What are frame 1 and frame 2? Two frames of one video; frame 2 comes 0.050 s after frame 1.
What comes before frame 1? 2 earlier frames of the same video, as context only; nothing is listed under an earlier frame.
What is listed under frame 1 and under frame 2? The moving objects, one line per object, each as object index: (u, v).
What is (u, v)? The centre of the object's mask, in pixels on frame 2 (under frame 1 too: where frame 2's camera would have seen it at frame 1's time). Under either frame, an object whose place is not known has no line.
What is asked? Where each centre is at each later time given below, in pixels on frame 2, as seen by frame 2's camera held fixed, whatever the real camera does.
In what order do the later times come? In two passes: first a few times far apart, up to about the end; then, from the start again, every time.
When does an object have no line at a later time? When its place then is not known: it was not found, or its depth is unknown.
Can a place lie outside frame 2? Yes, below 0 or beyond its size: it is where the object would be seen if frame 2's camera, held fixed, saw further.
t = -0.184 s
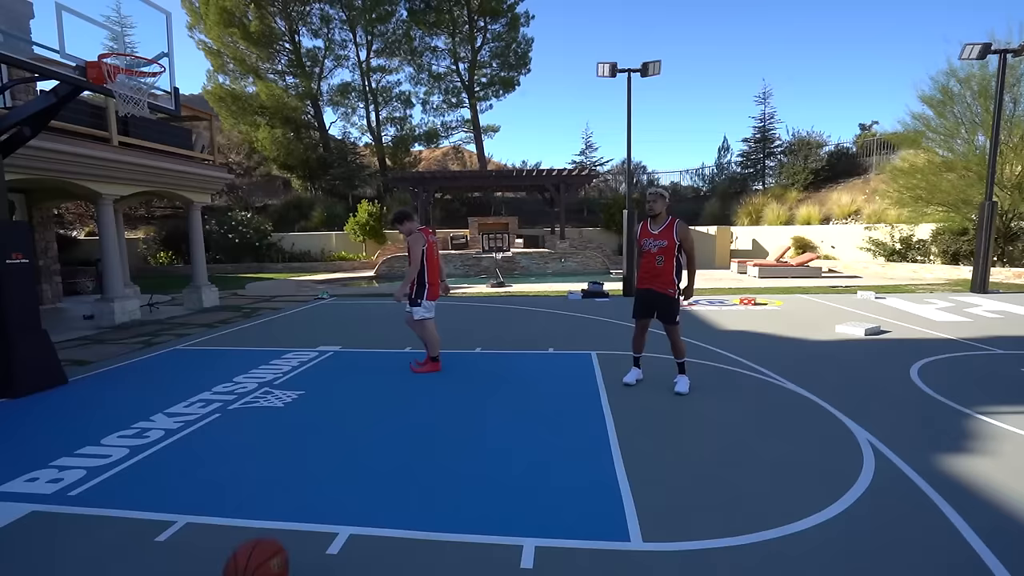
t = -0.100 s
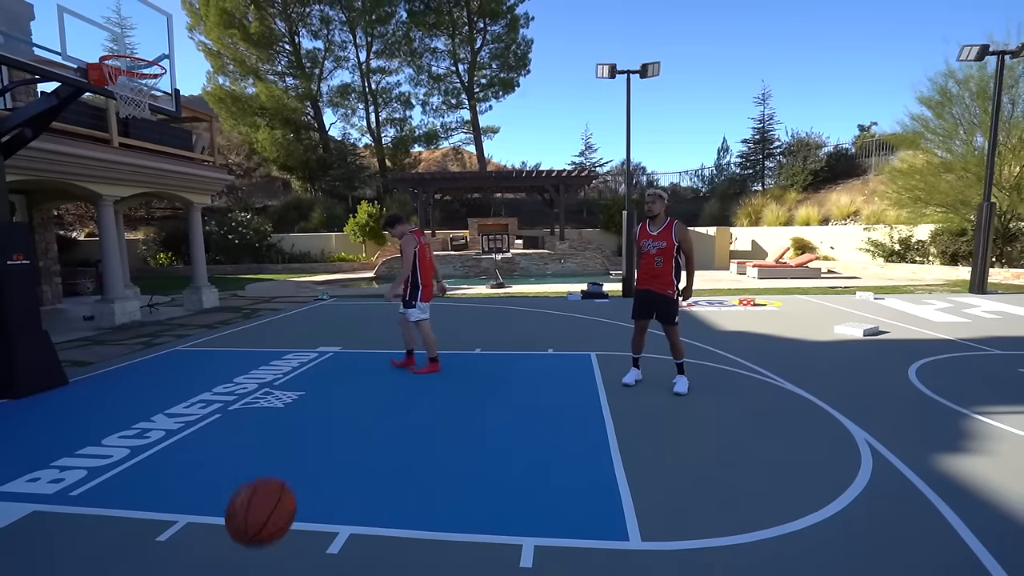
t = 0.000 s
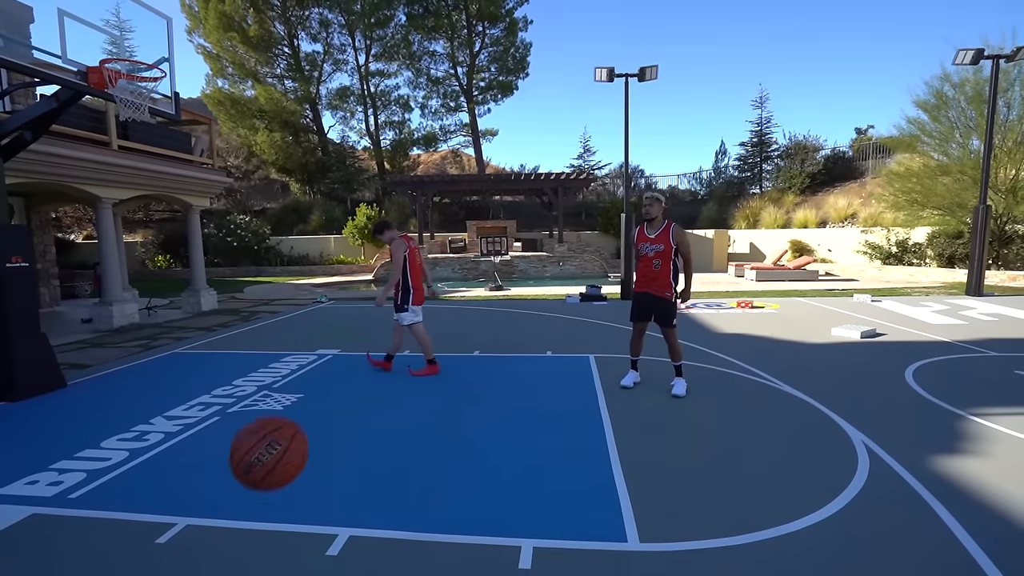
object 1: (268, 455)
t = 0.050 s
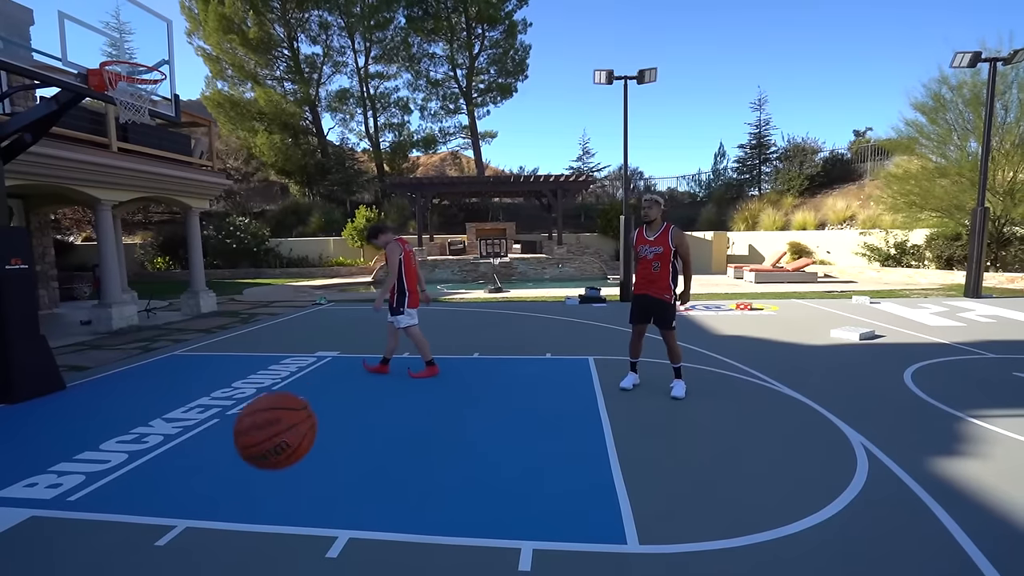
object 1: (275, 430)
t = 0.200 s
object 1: (307, 389)
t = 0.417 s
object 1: (398, 483)
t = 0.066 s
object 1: (278, 423)
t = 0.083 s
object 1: (280, 417)
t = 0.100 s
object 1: (283, 411)
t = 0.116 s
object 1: (287, 405)
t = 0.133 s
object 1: (290, 400)
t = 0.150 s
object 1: (294, 397)
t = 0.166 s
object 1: (298, 393)
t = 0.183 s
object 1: (302, 391)
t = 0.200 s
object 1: (307, 389)
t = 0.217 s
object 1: (311, 388)
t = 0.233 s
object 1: (316, 389)
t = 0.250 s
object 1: (322, 390)
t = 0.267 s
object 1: (327, 393)
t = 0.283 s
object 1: (334, 397)
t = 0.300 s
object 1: (340, 403)
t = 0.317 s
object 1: (347, 409)
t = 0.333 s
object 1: (354, 417)
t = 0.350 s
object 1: (363, 426)
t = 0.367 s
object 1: (371, 437)
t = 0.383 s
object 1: (380, 451)
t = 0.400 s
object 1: (389, 466)
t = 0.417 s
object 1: (398, 483)
